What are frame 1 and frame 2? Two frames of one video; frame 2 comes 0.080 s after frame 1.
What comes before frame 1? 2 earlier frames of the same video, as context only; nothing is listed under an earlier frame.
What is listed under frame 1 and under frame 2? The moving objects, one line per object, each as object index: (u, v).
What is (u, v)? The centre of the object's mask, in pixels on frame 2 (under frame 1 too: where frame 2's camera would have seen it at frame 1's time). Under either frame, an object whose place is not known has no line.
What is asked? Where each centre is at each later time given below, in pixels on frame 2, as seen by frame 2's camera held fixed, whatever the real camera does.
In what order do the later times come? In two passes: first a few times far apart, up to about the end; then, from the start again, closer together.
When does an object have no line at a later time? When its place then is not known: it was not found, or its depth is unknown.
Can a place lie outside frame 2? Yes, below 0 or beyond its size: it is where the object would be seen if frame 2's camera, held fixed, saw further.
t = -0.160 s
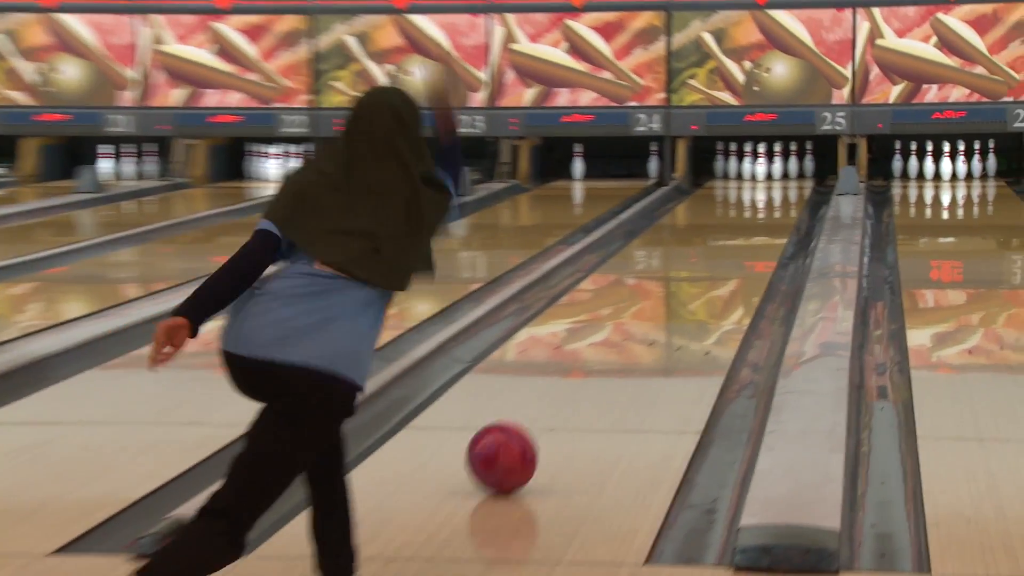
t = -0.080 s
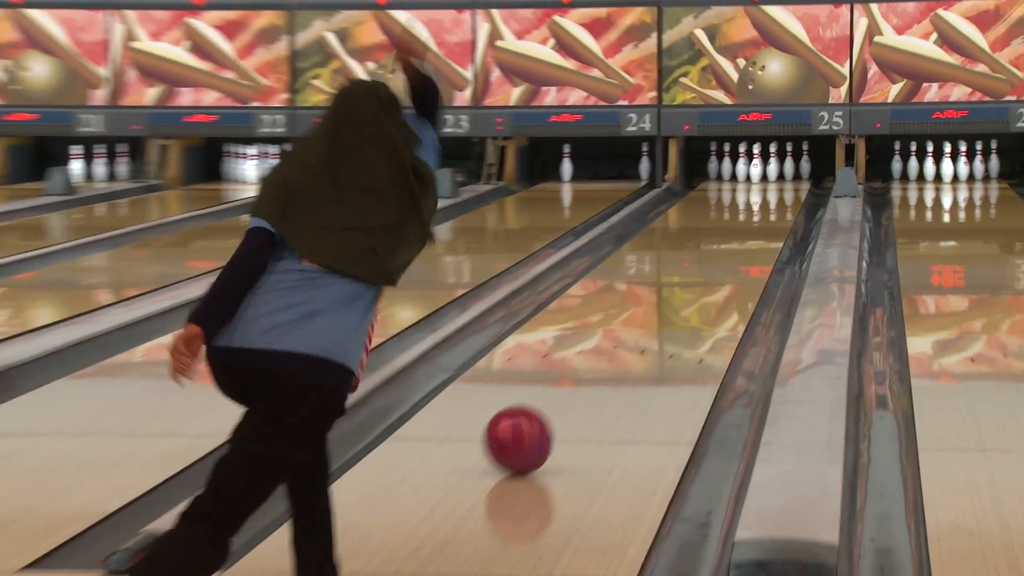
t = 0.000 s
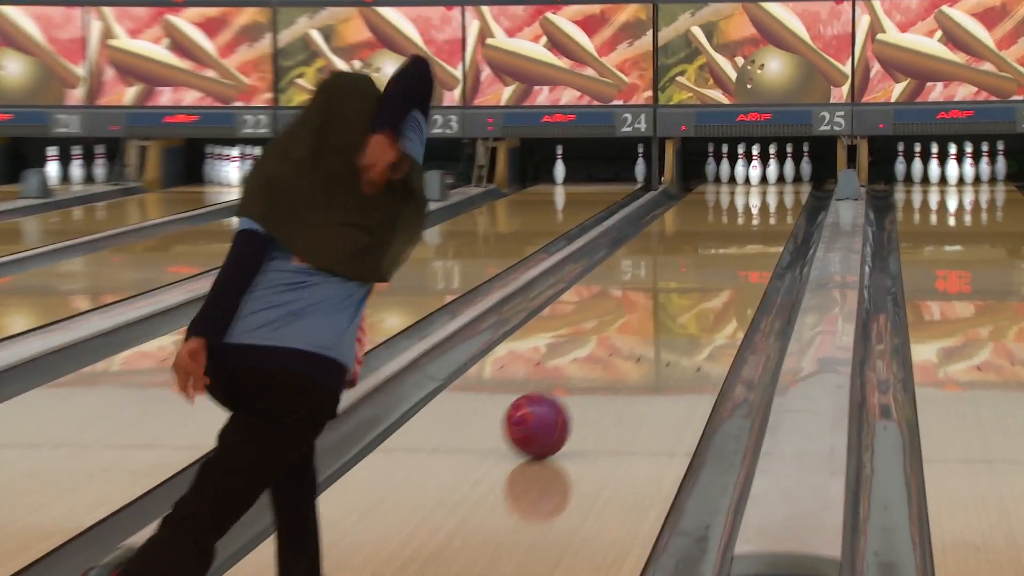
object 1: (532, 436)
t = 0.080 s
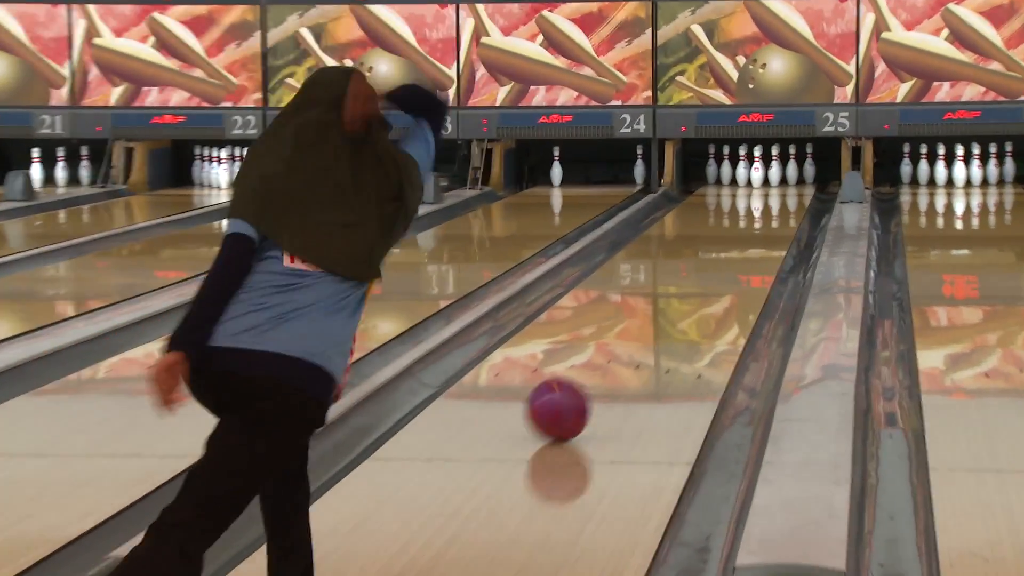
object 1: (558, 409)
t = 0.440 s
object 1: (636, 328)
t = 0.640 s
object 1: (666, 300)
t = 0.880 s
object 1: (695, 273)
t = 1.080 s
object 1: (713, 253)
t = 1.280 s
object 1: (728, 238)
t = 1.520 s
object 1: (742, 222)
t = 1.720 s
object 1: (751, 211)
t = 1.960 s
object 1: (758, 200)
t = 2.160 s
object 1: (761, 193)
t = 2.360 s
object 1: (761, 186)
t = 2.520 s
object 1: (761, 181)
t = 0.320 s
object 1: (614, 349)
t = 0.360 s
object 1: (621, 342)
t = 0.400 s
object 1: (629, 335)
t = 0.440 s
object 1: (636, 328)
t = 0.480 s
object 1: (643, 322)
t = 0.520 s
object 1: (649, 316)
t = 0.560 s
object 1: (655, 311)
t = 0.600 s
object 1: (661, 305)
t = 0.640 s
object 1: (666, 300)
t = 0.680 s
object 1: (671, 295)
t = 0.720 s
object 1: (677, 290)
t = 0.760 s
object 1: (681, 285)
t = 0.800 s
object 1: (686, 281)
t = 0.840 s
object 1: (690, 277)
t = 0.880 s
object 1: (695, 273)
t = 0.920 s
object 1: (699, 269)
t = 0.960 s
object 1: (703, 265)
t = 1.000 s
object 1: (706, 261)
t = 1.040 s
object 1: (710, 257)
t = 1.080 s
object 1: (713, 253)
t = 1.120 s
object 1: (716, 251)
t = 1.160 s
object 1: (720, 247)
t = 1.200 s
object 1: (723, 244)
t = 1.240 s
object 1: (726, 241)
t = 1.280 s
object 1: (728, 238)
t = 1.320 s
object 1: (731, 236)
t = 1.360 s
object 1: (733, 233)
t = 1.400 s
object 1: (736, 230)
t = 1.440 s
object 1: (738, 227)
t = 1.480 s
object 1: (740, 225)
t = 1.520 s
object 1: (742, 222)
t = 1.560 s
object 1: (744, 220)
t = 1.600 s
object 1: (746, 218)
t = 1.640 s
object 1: (748, 215)
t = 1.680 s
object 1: (750, 213)
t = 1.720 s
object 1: (751, 211)
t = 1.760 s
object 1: (752, 209)
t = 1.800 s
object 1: (753, 207)
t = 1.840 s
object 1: (755, 206)
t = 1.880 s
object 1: (756, 204)
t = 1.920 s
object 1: (757, 202)
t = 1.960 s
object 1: (758, 200)
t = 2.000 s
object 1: (758, 199)
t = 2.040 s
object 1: (759, 197)
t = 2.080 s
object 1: (760, 196)
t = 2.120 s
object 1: (760, 194)
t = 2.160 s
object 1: (761, 193)
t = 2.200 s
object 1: (761, 191)
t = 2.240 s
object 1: (761, 190)
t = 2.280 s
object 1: (761, 189)
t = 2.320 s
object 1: (761, 187)
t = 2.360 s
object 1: (761, 186)
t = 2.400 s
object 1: (761, 185)
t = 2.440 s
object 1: (761, 183)
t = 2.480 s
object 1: (761, 182)
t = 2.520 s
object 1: (761, 181)
